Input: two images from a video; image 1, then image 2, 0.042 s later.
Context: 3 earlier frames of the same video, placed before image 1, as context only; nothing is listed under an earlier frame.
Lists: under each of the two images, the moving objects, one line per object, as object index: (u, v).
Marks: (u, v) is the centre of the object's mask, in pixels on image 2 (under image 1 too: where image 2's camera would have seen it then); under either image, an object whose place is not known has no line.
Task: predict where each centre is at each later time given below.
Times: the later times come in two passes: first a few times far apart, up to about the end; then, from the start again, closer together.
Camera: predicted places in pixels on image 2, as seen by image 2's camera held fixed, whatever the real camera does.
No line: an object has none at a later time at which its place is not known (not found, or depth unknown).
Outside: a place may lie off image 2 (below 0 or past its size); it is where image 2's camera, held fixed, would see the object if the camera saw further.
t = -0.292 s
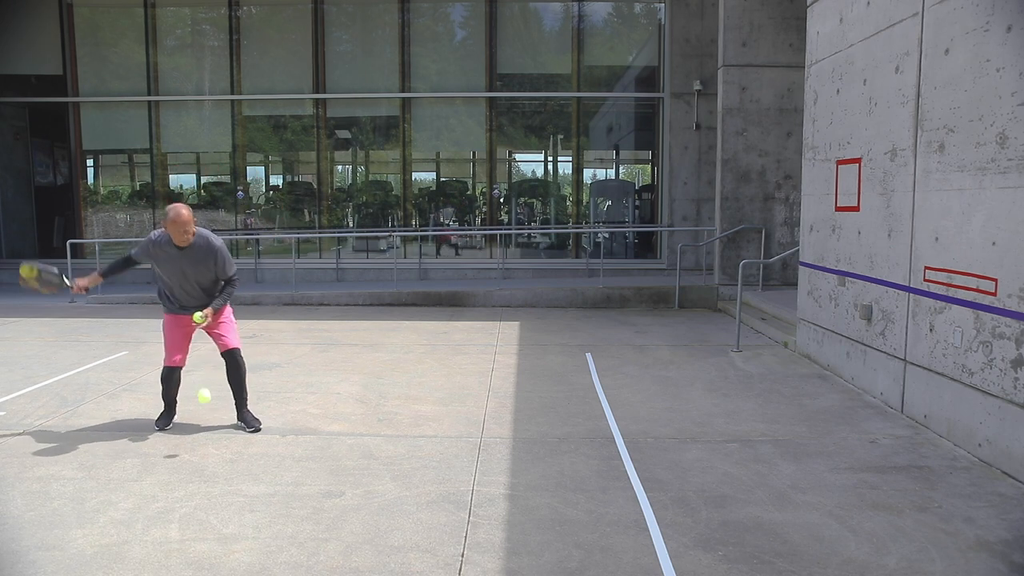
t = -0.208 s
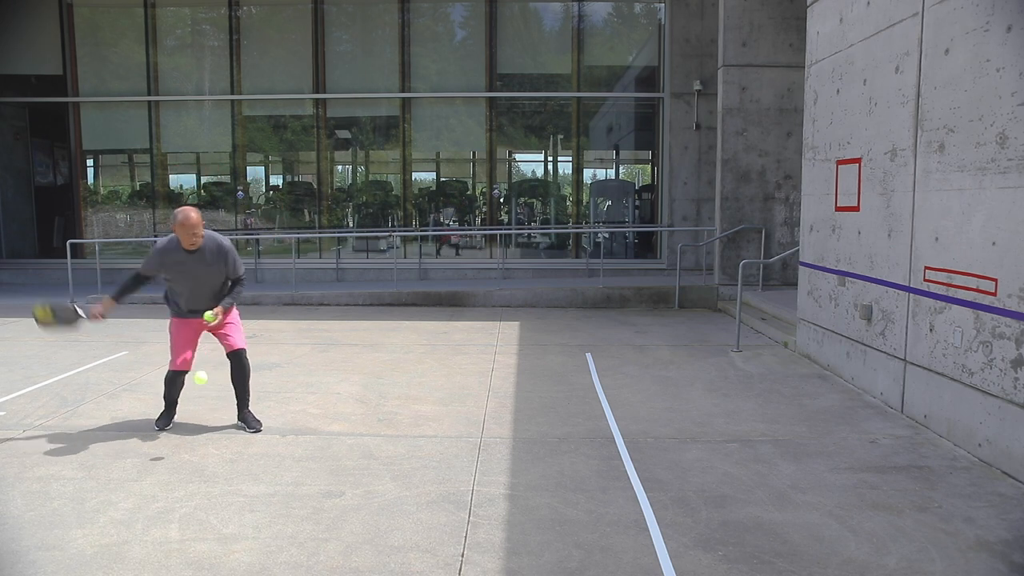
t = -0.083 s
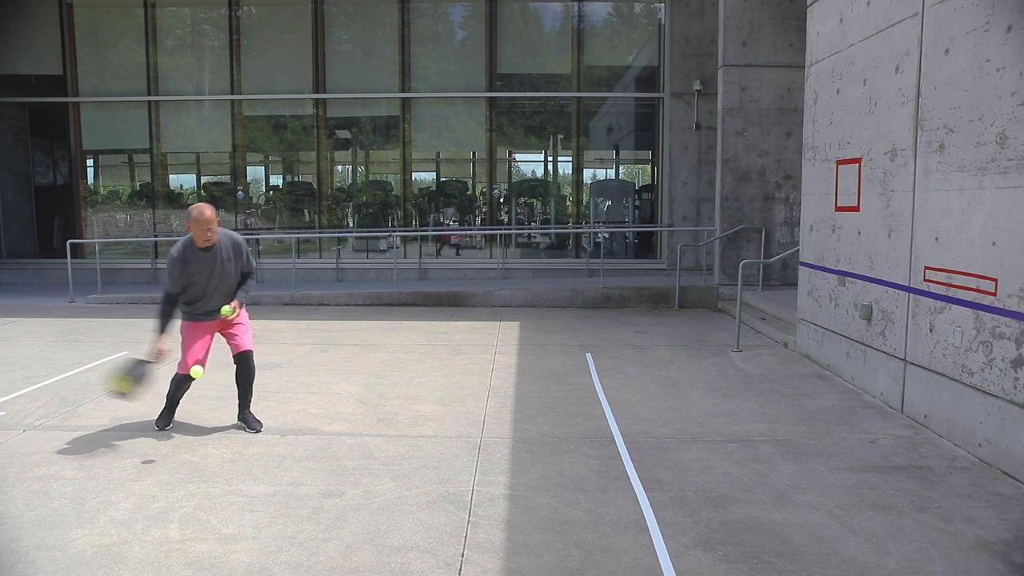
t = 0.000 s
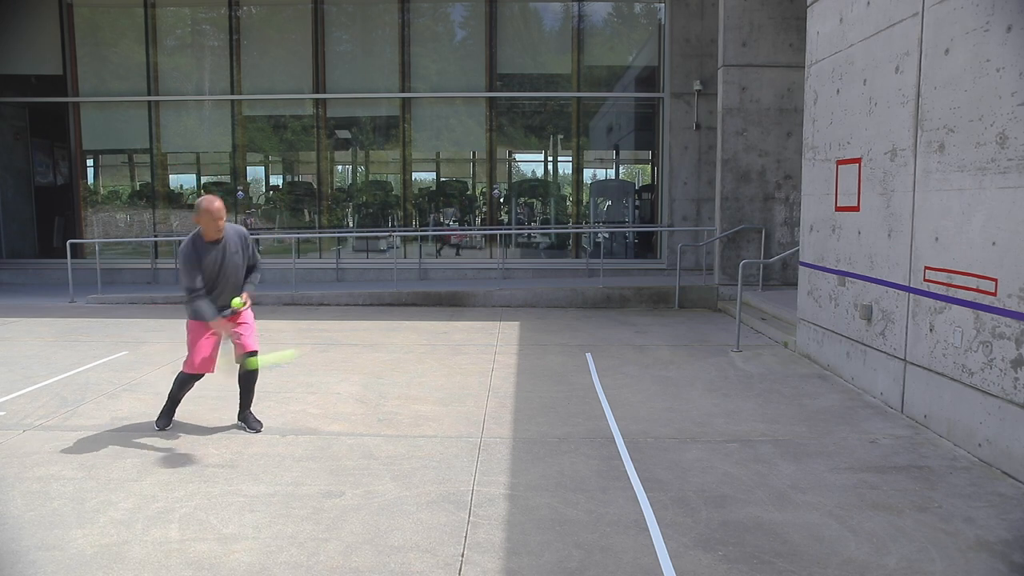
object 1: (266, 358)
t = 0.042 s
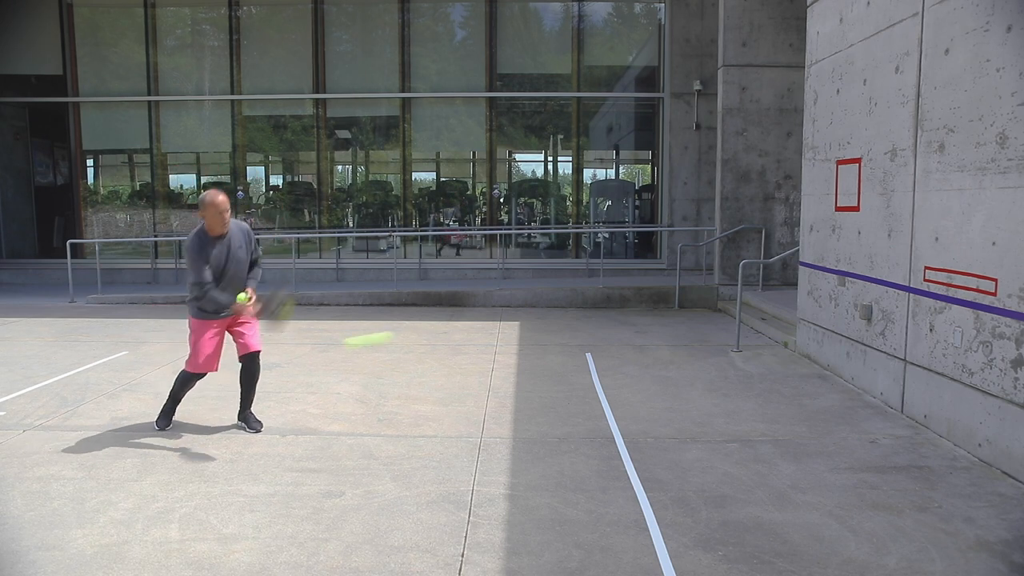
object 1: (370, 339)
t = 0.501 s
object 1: (802, 327)
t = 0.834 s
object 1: (452, 436)
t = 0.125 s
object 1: (561, 313)
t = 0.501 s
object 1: (802, 327)
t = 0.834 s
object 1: (452, 436)
